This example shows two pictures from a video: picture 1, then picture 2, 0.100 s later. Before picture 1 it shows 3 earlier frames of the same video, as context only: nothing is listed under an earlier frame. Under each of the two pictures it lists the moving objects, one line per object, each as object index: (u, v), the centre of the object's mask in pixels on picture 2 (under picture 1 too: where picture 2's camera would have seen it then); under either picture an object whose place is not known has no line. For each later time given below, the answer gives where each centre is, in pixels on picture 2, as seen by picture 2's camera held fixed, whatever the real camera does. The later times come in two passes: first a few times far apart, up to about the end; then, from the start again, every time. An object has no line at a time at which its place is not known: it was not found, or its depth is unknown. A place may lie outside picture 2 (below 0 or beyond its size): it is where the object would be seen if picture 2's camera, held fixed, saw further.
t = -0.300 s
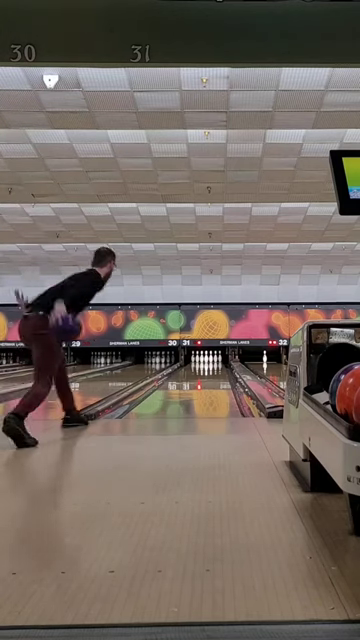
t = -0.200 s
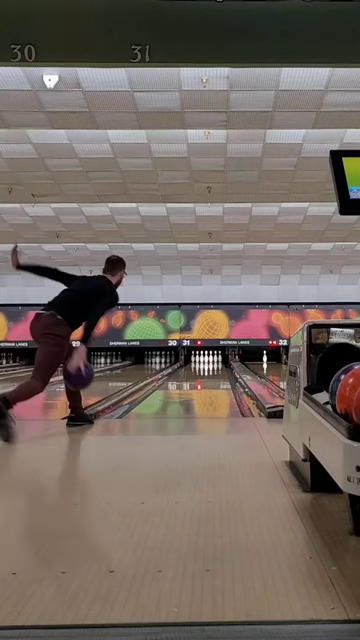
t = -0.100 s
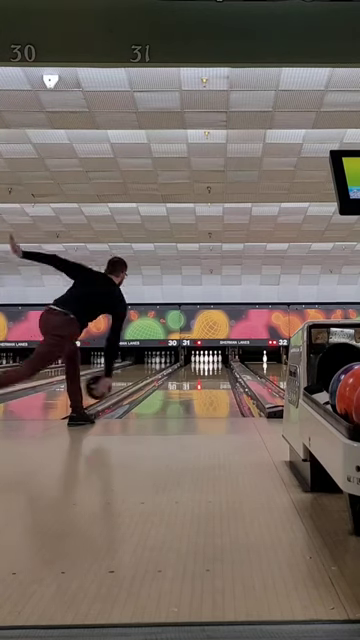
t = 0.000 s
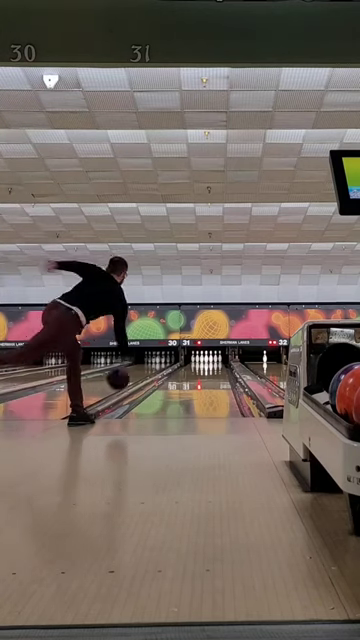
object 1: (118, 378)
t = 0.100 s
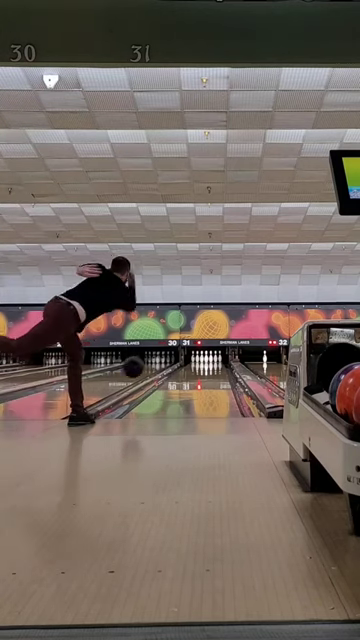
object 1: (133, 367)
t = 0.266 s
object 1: (152, 372)
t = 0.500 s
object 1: (171, 379)
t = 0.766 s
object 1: (187, 376)
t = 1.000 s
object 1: (197, 372)
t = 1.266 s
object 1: (205, 369)
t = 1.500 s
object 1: (211, 366)
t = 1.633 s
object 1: (213, 365)
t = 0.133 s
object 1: (137, 365)
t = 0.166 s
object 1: (141, 366)
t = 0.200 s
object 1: (145, 367)
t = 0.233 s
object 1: (149, 369)
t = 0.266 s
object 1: (152, 372)
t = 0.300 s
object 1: (155, 375)
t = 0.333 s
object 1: (159, 380)
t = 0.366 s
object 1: (161, 384)
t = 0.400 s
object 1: (164, 384)
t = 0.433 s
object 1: (167, 382)
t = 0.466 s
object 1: (169, 380)
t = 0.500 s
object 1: (171, 379)
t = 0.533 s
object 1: (174, 379)
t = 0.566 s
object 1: (176, 380)
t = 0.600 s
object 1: (178, 380)
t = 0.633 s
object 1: (180, 379)
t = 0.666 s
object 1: (182, 378)
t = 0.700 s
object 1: (183, 378)
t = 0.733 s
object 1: (185, 377)
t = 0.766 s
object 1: (187, 376)
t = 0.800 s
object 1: (188, 375)
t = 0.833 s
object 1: (190, 375)
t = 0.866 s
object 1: (192, 374)
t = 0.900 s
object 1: (193, 374)
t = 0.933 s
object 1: (194, 373)
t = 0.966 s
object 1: (196, 372)
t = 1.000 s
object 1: (197, 372)
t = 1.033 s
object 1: (197, 372)
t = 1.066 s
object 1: (199, 371)
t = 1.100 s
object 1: (200, 371)
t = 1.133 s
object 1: (202, 370)
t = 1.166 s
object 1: (203, 370)
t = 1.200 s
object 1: (203, 370)
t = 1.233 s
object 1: (204, 369)
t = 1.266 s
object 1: (205, 369)
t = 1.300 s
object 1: (206, 368)
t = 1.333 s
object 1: (207, 368)
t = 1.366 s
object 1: (207, 368)
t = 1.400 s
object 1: (208, 367)
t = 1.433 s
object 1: (209, 367)
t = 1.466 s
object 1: (211, 366)
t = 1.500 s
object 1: (211, 366)
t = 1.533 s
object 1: (212, 366)
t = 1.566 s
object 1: (213, 365)
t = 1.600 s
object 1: (213, 365)
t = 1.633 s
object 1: (213, 365)
